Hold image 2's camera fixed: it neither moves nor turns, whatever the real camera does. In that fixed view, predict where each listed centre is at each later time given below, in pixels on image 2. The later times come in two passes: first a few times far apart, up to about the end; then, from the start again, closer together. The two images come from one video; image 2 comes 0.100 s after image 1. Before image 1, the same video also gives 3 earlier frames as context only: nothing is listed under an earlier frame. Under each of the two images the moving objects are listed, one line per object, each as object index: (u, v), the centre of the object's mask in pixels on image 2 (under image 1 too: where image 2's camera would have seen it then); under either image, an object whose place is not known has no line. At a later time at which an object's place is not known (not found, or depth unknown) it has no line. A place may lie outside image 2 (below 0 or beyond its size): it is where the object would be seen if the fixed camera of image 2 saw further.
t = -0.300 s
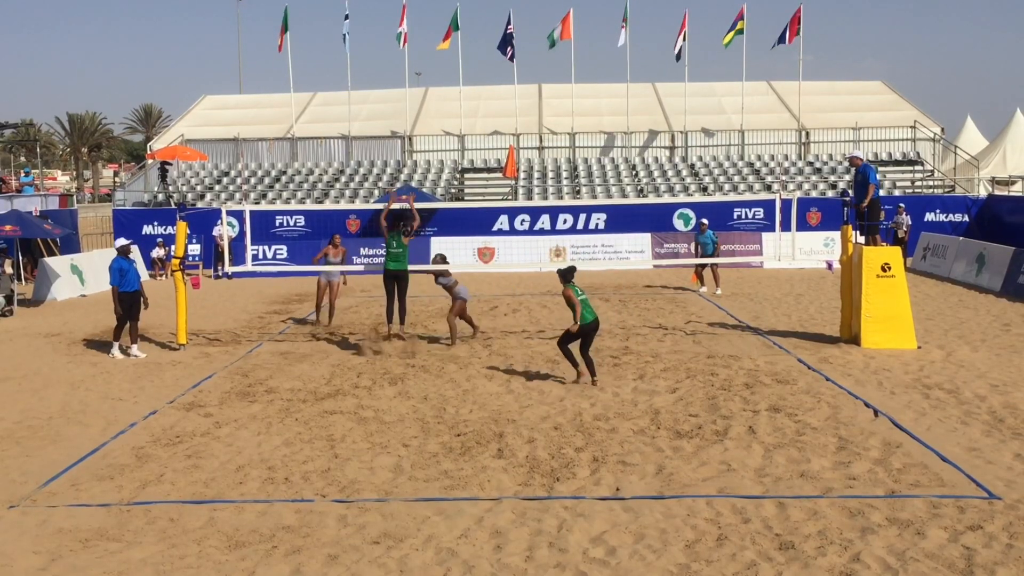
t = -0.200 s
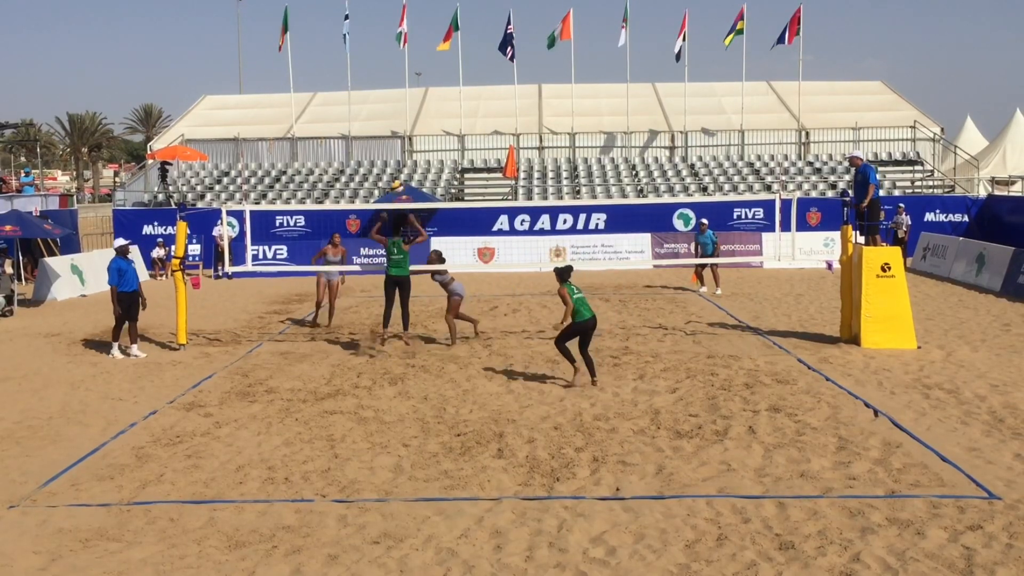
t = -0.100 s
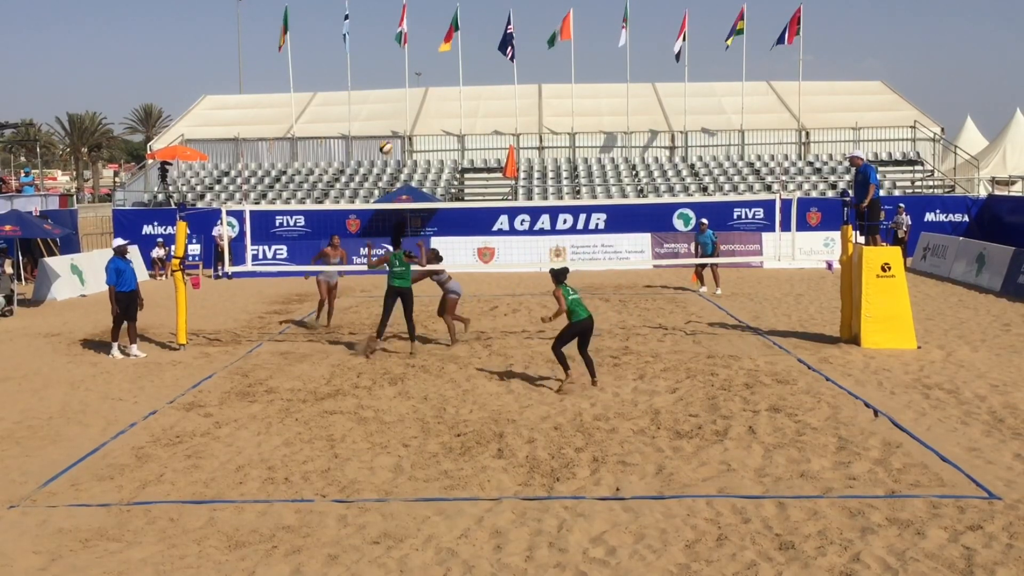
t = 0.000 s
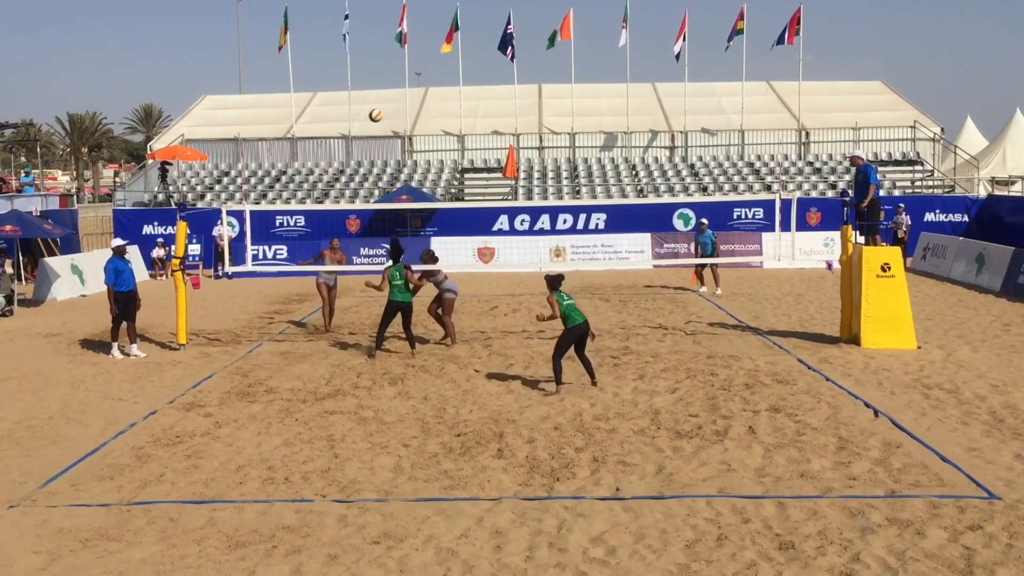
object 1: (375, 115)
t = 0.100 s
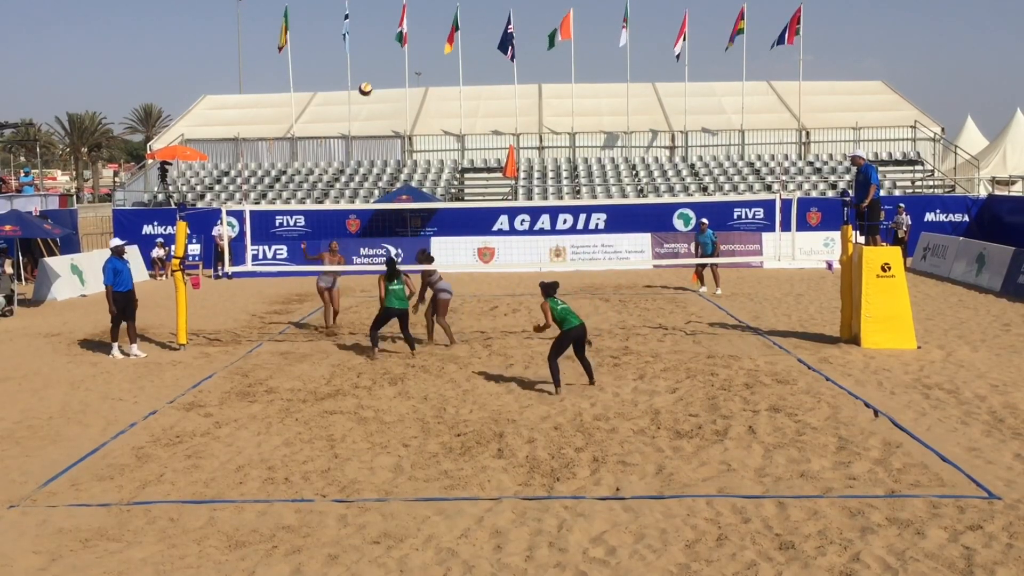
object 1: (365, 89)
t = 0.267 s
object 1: (349, 61)
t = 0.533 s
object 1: (327, 52)
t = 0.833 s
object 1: (305, 92)
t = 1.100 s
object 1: (289, 168)
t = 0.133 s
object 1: (362, 82)
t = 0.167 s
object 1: (359, 76)
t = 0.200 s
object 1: (356, 70)
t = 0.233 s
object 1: (352, 66)
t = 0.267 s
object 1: (349, 61)
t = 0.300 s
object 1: (346, 58)
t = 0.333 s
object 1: (343, 54)
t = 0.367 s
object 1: (340, 52)
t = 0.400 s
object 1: (337, 51)
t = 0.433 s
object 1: (334, 50)
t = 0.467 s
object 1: (332, 50)
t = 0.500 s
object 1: (329, 50)
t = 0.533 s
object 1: (327, 52)
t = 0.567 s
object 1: (324, 54)
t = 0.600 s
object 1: (321, 56)
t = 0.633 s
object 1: (319, 60)
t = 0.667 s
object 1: (317, 64)
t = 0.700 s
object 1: (314, 68)
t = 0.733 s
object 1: (311, 73)
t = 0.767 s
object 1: (309, 79)
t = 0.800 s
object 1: (307, 85)
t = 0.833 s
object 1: (305, 92)
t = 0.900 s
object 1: (300, 108)
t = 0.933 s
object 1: (298, 117)
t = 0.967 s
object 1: (295, 126)
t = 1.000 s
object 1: (294, 135)
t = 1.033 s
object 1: (292, 146)
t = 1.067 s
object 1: (290, 157)
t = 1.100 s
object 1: (289, 168)
